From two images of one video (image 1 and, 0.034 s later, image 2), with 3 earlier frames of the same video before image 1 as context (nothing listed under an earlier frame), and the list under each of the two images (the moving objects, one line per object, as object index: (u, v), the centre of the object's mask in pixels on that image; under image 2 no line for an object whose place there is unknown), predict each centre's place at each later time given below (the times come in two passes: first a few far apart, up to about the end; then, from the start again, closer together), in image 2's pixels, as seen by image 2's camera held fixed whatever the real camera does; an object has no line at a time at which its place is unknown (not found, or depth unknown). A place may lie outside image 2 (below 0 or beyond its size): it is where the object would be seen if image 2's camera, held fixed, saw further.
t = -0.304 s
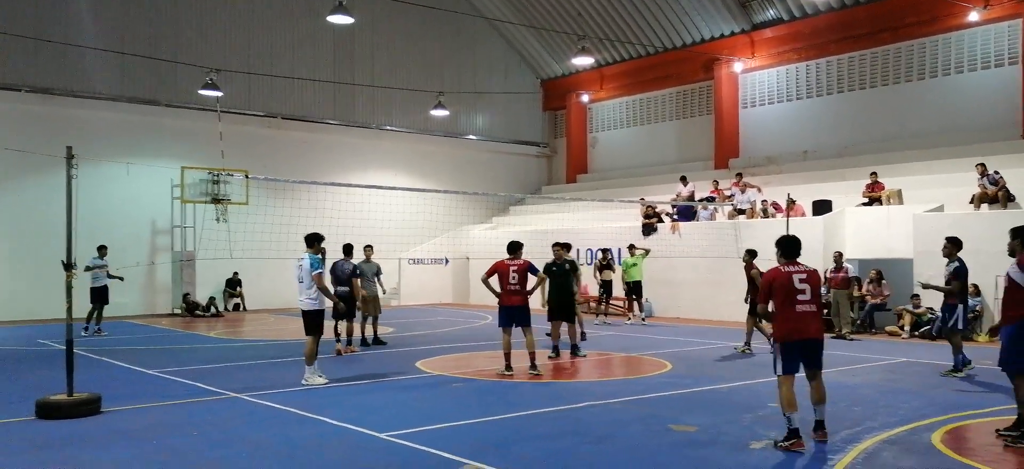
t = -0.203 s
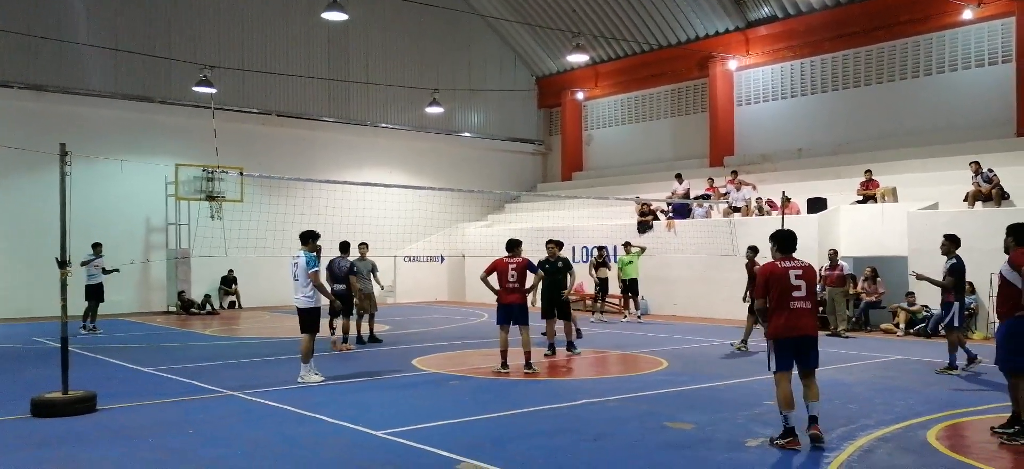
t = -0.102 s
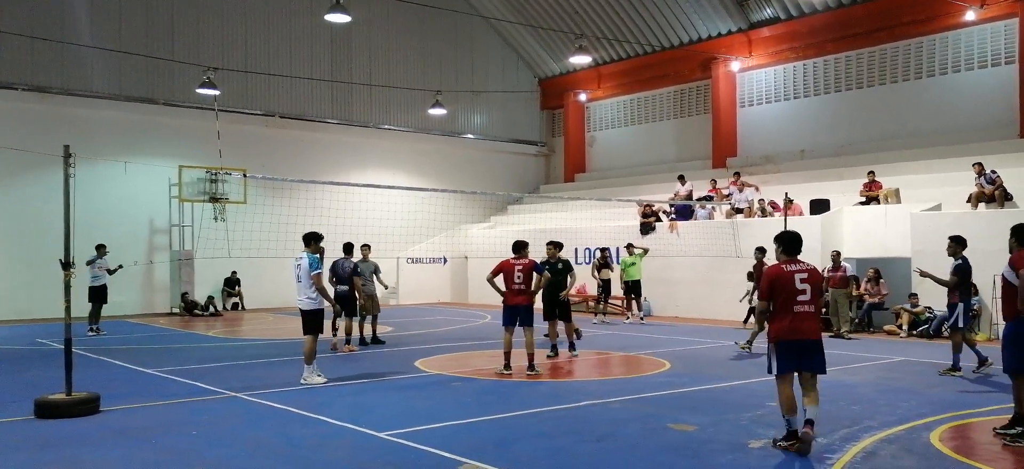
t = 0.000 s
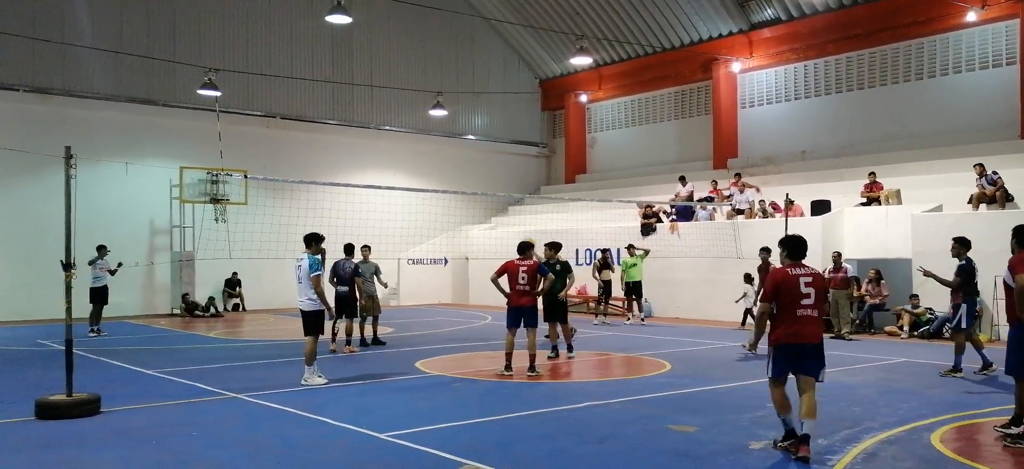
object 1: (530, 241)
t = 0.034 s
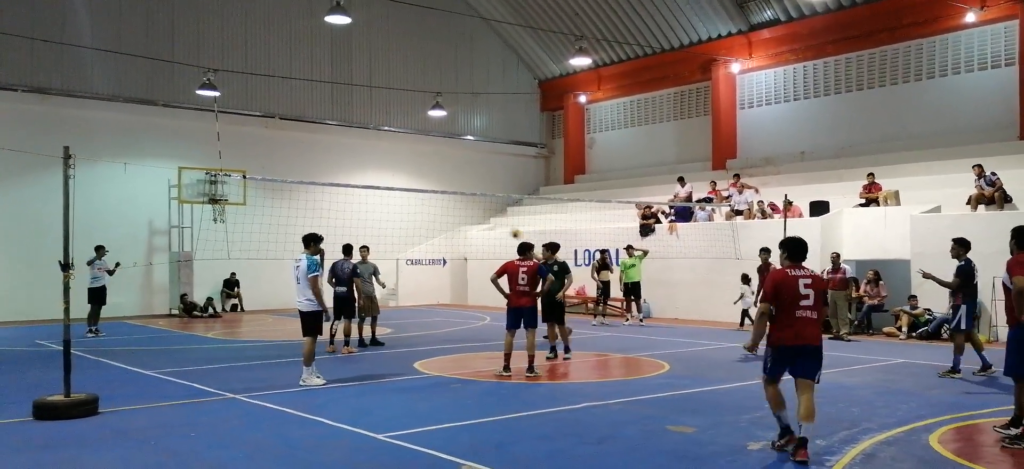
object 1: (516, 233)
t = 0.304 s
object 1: (423, 176)
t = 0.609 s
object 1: (330, 154)
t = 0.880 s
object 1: (252, 180)
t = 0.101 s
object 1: (491, 215)
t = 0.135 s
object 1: (480, 207)
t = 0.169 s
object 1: (469, 200)
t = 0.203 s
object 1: (457, 194)
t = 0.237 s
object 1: (445, 186)
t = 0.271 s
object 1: (433, 181)
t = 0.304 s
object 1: (423, 176)
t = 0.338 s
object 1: (412, 172)
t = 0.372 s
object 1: (402, 168)
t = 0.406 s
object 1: (391, 164)
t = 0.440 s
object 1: (381, 161)
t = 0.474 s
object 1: (370, 159)
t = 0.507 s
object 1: (360, 158)
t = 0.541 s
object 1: (348, 155)
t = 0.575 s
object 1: (338, 152)
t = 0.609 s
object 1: (330, 154)
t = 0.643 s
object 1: (320, 155)
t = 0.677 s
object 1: (310, 156)
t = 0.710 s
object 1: (300, 158)
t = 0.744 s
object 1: (290, 160)
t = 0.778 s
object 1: (281, 167)
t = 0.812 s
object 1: (272, 170)
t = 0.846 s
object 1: (262, 173)
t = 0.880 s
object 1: (252, 180)
